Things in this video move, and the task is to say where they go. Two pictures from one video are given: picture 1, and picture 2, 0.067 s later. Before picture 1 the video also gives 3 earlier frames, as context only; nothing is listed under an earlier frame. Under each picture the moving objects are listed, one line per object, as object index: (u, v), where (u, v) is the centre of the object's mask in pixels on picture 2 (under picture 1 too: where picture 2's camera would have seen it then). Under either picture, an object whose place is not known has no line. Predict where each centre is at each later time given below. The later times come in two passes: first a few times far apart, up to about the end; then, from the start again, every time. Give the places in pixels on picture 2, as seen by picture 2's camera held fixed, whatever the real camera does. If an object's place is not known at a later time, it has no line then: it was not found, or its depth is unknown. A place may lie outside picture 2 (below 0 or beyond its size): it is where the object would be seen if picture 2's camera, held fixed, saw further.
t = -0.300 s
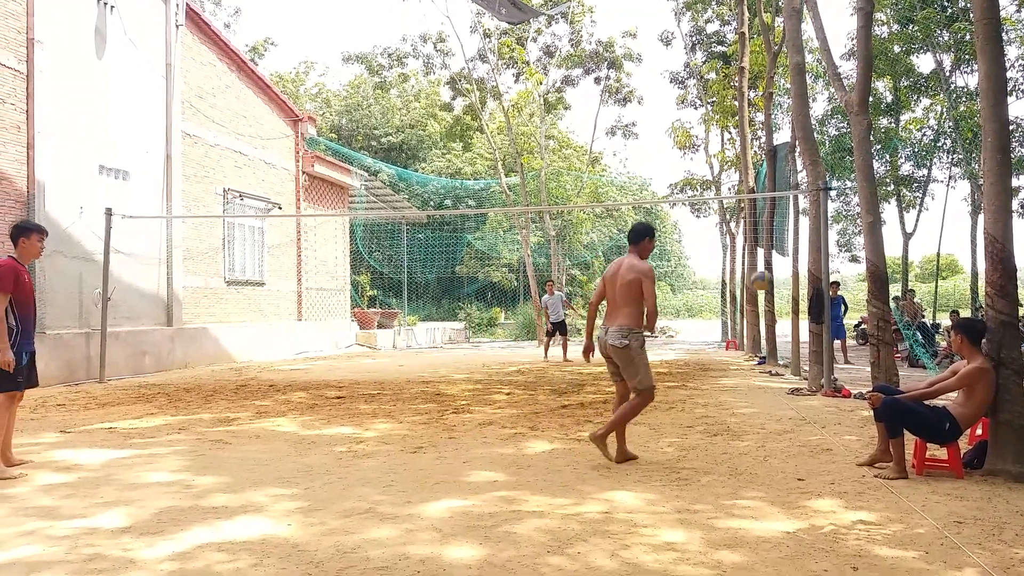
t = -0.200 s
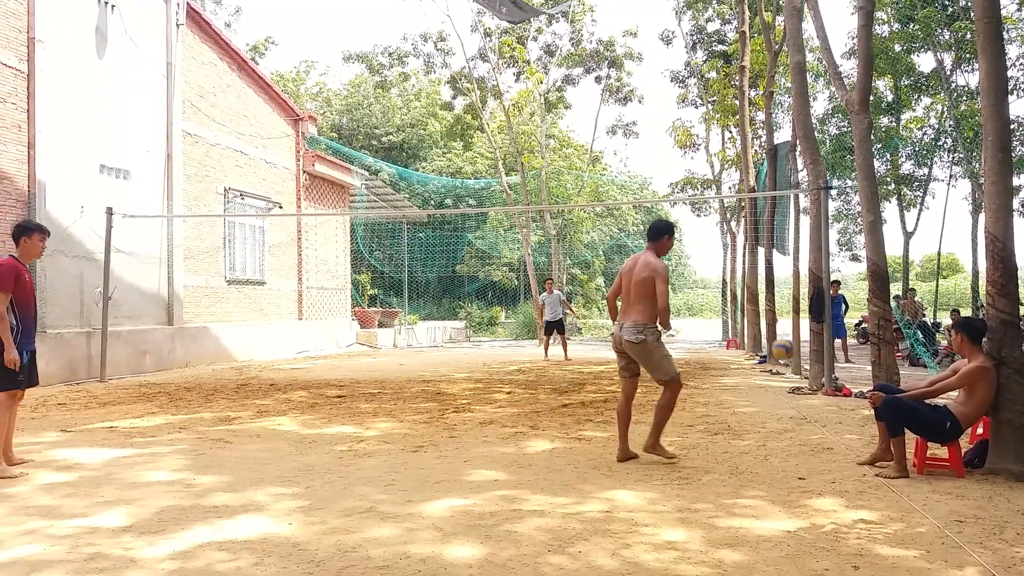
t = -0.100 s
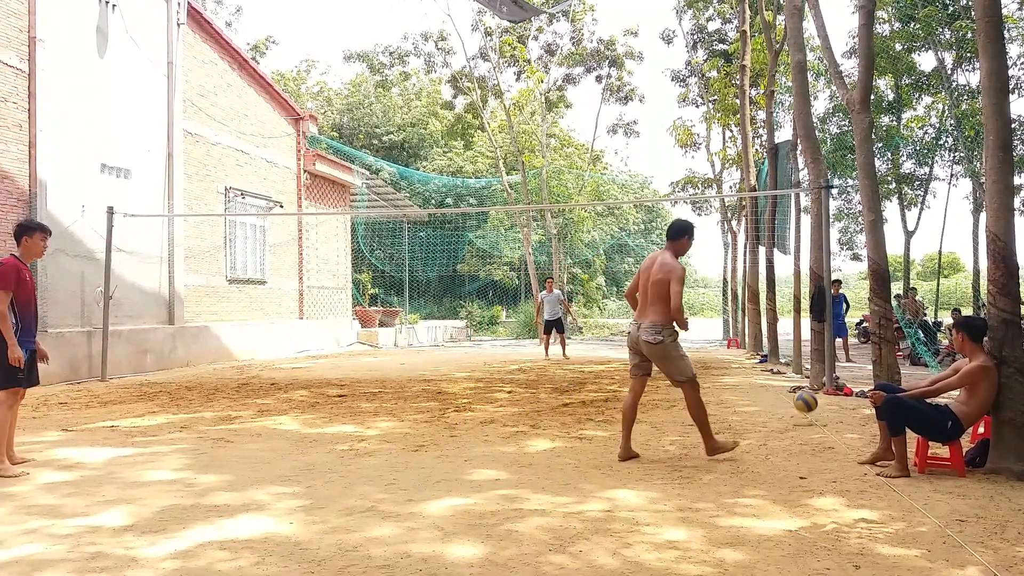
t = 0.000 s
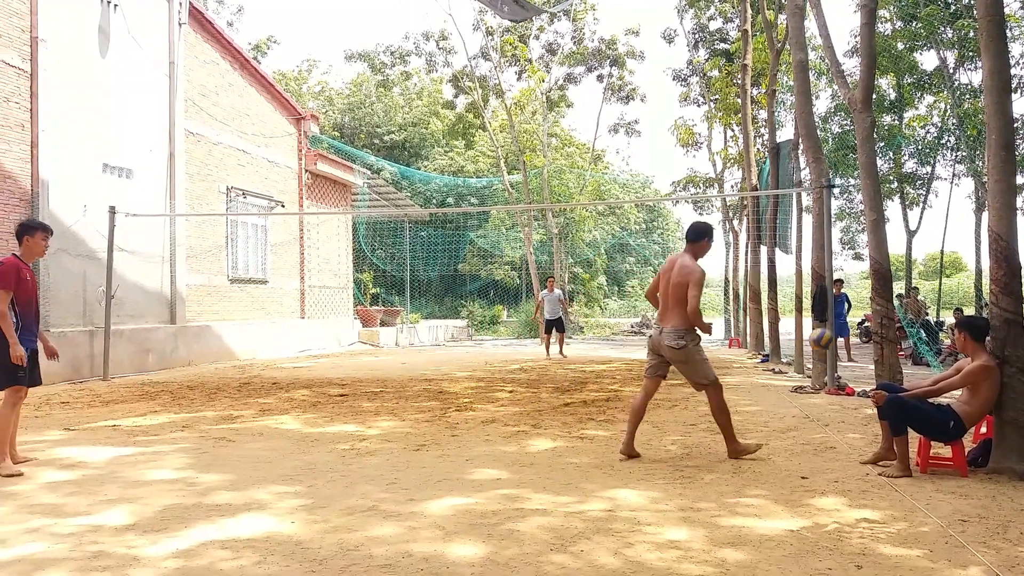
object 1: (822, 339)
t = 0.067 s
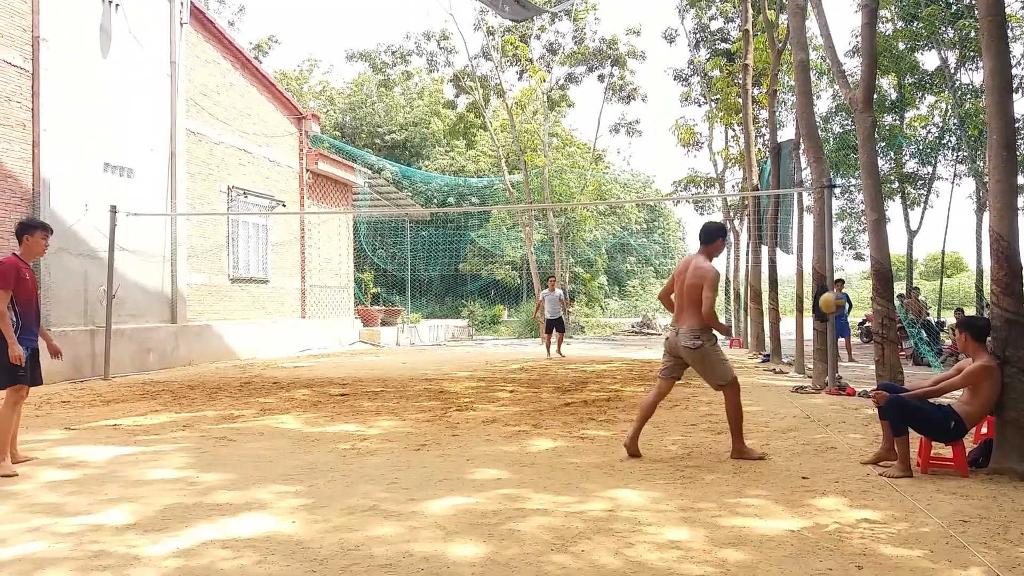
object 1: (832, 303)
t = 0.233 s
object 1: (858, 228)
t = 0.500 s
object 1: (907, 165)
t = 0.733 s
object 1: (961, 183)
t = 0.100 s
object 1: (837, 286)
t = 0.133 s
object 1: (842, 271)
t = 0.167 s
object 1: (848, 255)
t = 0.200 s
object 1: (854, 241)
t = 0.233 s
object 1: (858, 228)
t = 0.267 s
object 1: (865, 216)
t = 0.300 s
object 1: (870, 205)
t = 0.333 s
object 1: (875, 194)
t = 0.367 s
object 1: (882, 187)
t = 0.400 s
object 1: (888, 180)
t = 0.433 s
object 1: (894, 173)
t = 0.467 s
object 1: (901, 169)
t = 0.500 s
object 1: (907, 165)
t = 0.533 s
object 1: (914, 163)
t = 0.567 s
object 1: (921, 162)
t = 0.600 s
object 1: (929, 163)
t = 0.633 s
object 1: (936, 166)
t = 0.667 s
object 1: (944, 170)
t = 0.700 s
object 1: (953, 175)
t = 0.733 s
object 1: (961, 183)
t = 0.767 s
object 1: (970, 192)
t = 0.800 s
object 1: (970, 199)
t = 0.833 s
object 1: (967, 206)
